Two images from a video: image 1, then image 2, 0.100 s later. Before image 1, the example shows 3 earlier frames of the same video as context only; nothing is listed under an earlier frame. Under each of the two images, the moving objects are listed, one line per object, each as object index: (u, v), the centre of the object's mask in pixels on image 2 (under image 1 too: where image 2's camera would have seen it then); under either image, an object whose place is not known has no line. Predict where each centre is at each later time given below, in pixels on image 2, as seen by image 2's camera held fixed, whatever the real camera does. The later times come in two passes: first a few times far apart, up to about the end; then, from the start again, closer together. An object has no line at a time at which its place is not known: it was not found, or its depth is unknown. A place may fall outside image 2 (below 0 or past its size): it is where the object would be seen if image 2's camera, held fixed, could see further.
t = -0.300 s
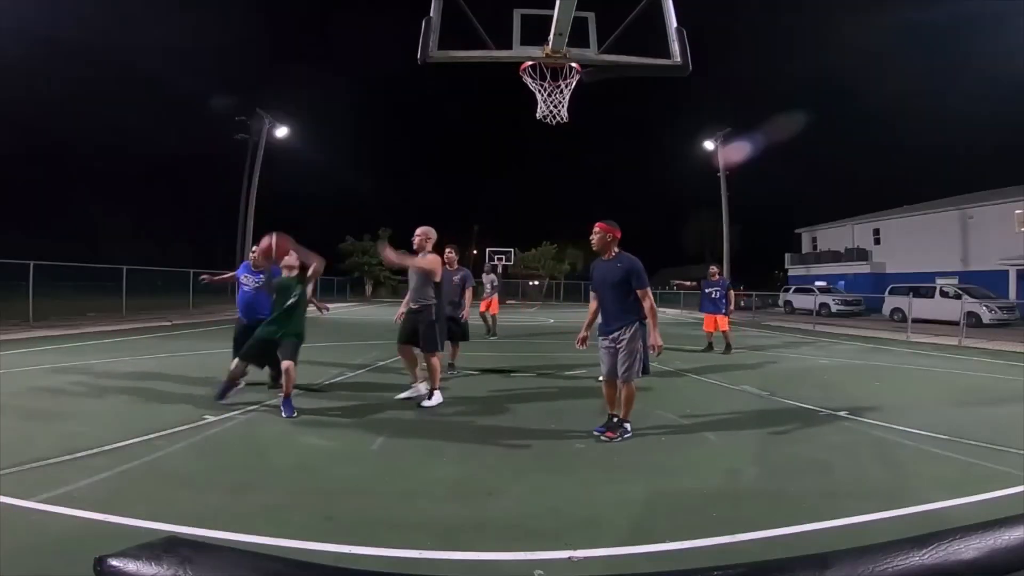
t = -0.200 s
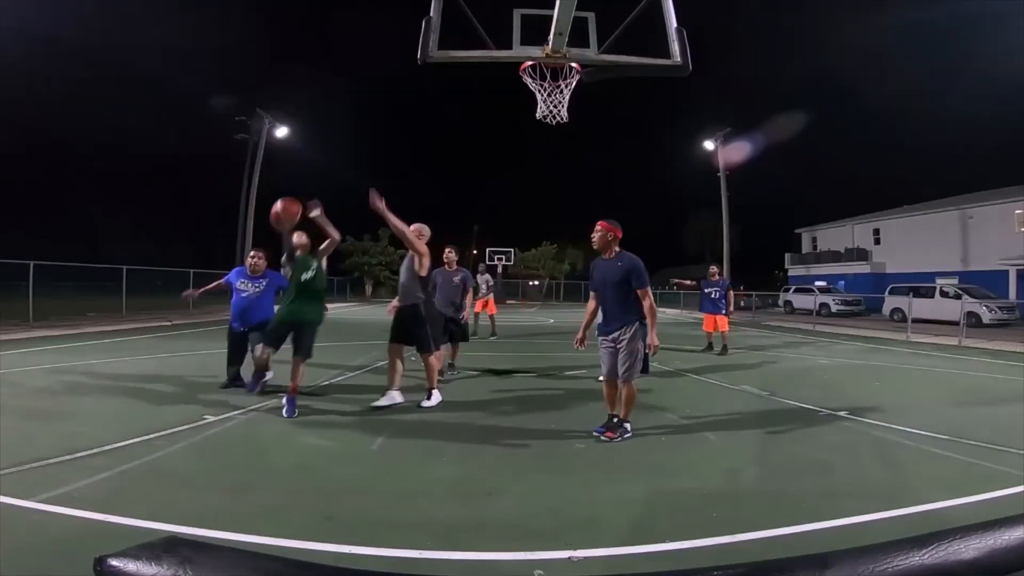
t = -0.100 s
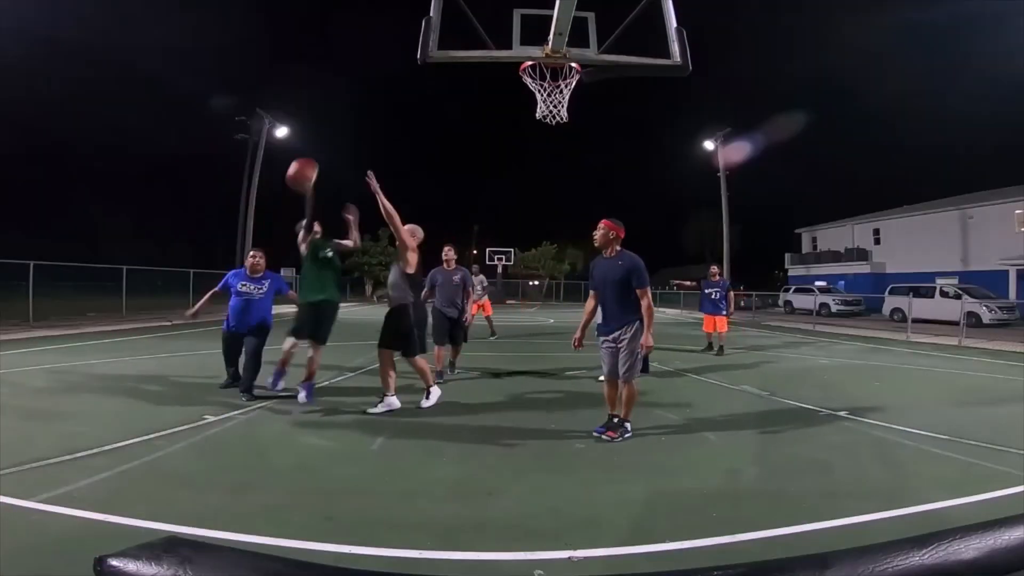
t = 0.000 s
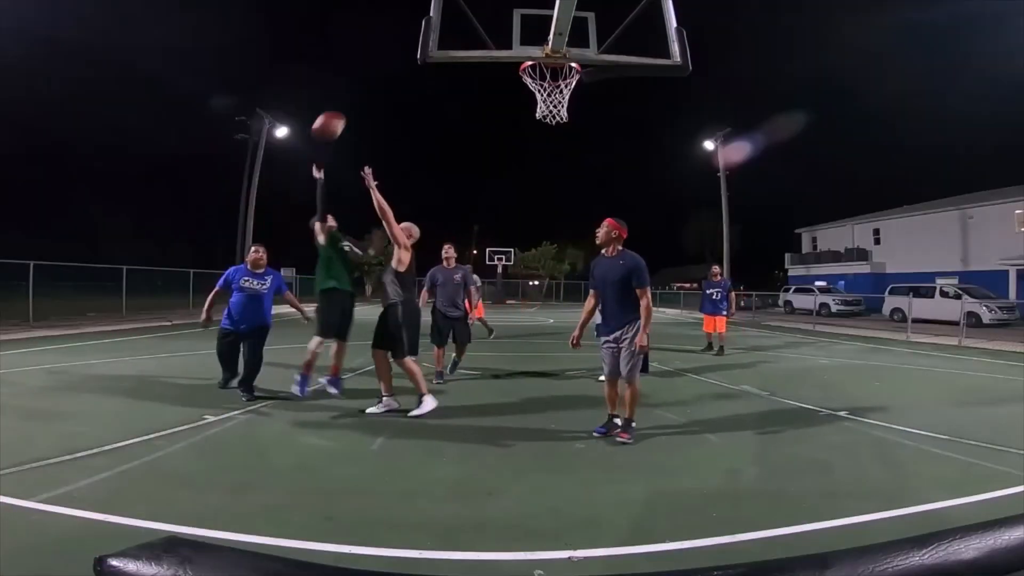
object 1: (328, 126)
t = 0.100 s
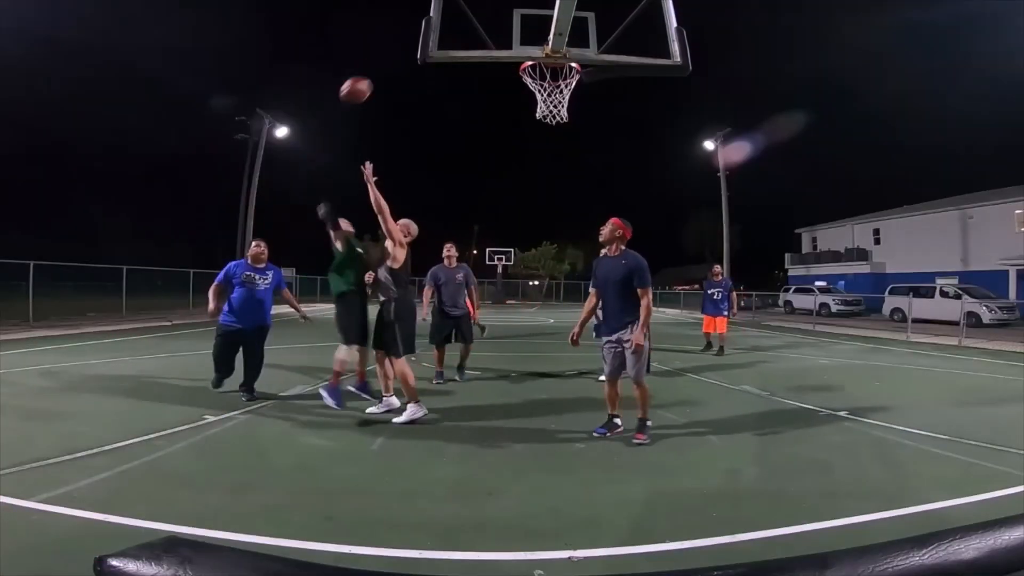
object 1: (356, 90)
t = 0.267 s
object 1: (398, 52)
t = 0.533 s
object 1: (460, 38)
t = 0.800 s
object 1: (497, 77)
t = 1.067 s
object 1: (421, 149)
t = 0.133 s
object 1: (365, 80)
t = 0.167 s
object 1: (373, 72)
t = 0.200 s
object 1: (382, 64)
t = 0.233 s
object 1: (389, 58)
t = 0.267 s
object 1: (398, 52)
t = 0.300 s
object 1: (405, 48)
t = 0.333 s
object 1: (409, 44)
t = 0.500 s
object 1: (453, 37)
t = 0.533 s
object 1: (460, 38)
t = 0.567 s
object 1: (467, 40)
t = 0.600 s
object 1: (474, 42)
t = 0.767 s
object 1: (506, 73)
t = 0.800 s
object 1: (497, 77)
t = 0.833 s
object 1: (487, 82)
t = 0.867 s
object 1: (478, 89)
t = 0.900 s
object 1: (468, 96)
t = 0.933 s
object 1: (459, 104)
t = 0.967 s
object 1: (449, 114)
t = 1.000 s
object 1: (440, 124)
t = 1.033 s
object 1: (430, 136)
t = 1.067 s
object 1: (421, 149)
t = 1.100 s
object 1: (412, 163)
